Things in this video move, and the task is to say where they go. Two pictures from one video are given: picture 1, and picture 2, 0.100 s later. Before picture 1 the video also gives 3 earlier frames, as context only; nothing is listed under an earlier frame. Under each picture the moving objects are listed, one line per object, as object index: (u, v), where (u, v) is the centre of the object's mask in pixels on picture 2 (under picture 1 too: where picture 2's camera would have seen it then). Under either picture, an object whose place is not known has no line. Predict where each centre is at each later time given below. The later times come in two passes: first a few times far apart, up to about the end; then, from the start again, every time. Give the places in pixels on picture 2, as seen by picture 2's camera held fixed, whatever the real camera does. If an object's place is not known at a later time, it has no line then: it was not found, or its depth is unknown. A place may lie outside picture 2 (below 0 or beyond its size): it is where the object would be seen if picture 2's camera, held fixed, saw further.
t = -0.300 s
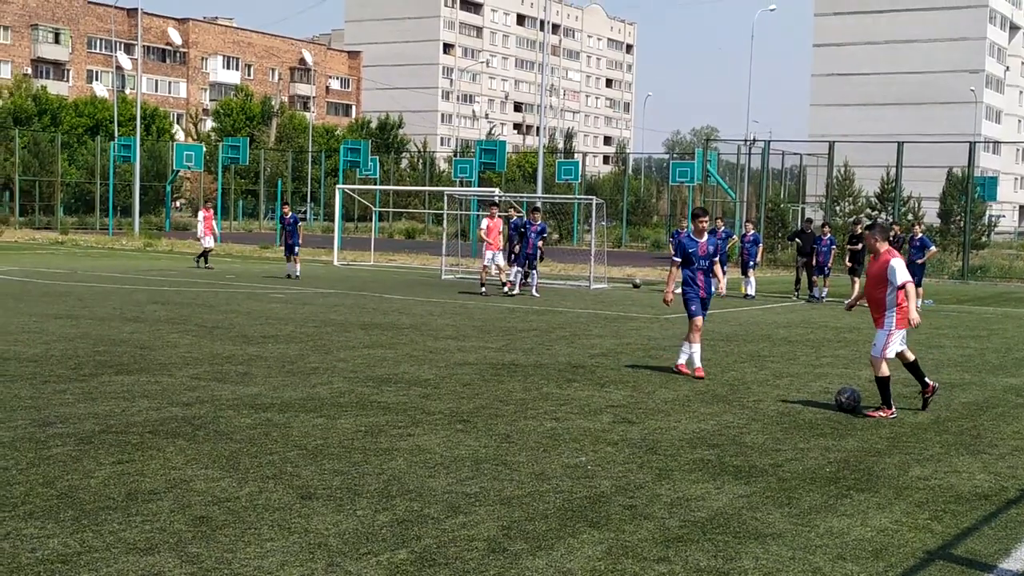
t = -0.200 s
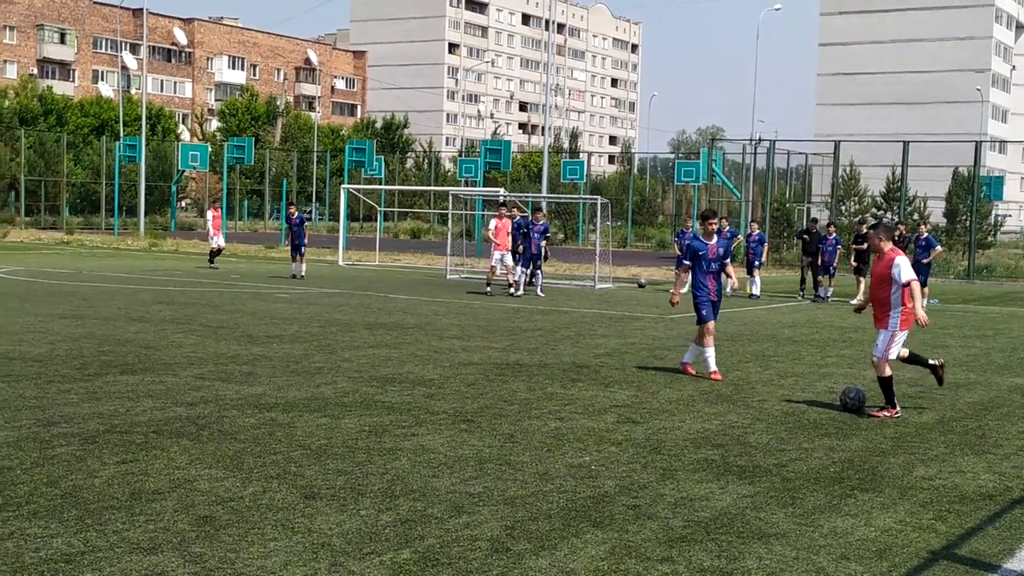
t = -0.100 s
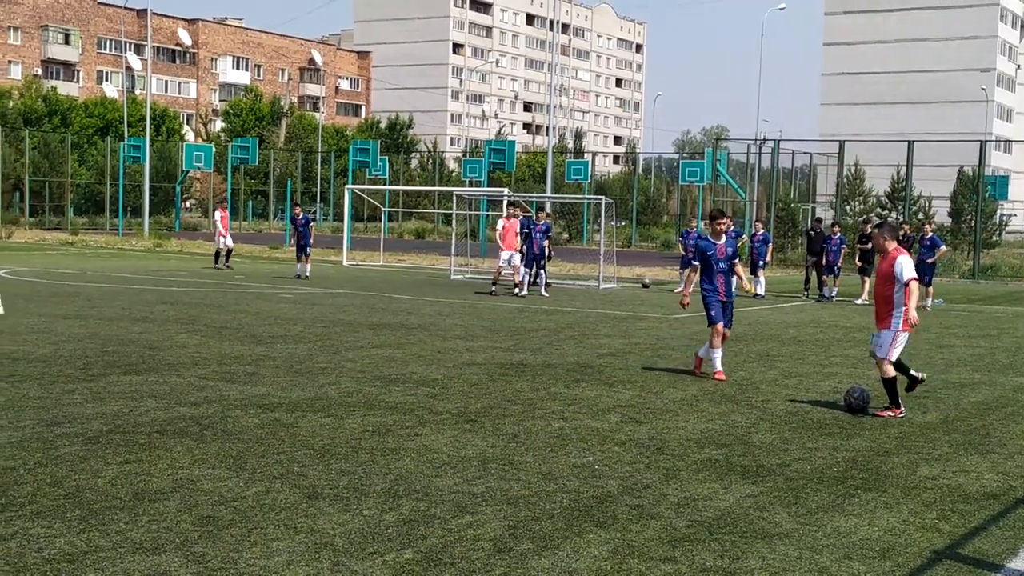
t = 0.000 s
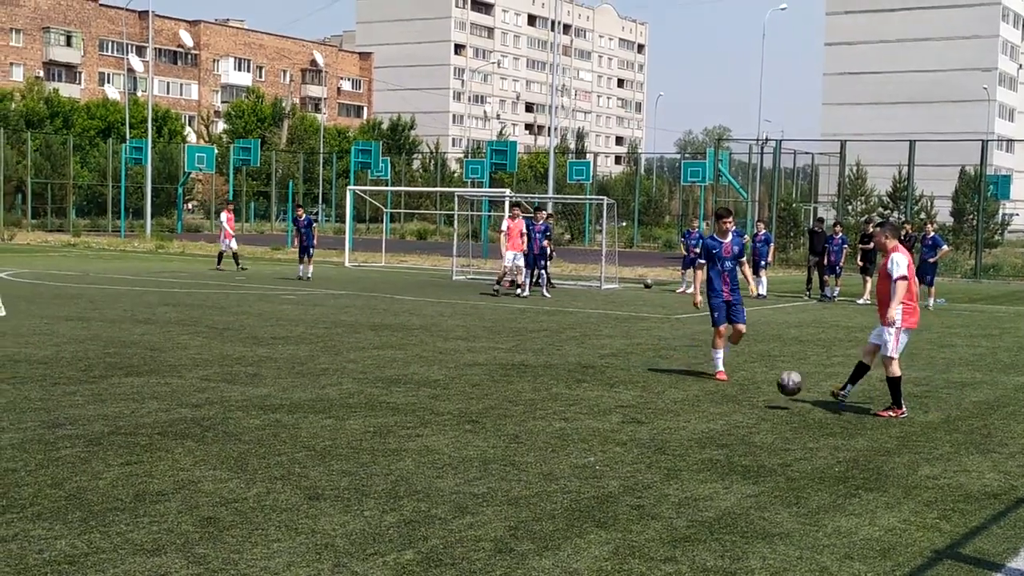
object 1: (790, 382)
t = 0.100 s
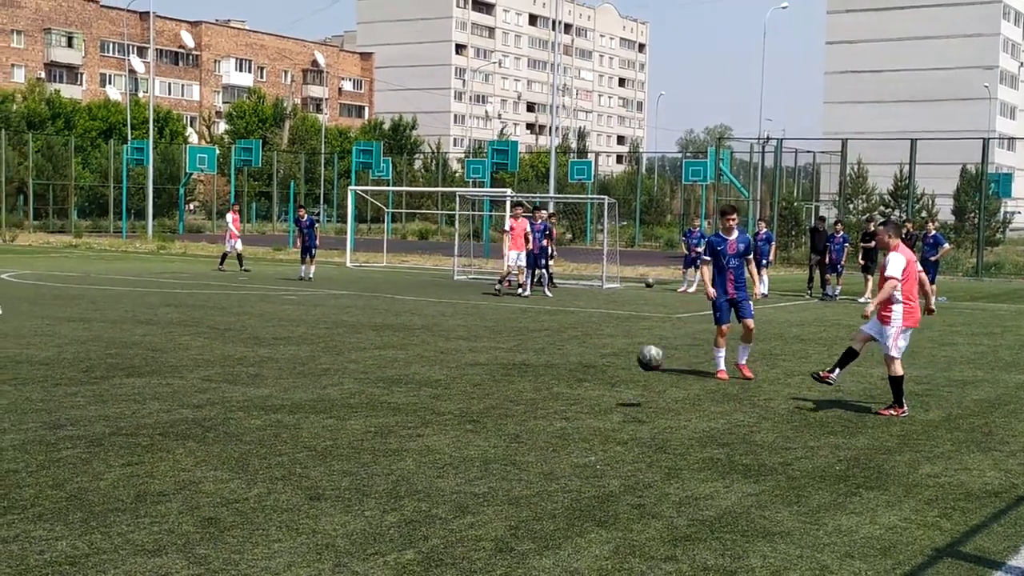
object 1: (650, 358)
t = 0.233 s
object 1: (455, 341)
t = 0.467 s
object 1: (88, 356)
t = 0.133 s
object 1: (602, 352)
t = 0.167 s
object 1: (554, 347)
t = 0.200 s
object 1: (505, 344)
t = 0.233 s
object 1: (455, 341)
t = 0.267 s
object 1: (405, 339)
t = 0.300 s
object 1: (354, 339)
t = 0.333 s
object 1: (303, 340)
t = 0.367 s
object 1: (250, 342)
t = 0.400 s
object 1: (197, 345)
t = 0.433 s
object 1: (142, 350)
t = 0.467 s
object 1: (88, 356)
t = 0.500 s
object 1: (31, 364)
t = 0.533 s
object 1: (-26, 373)
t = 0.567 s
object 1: (-86, 385)
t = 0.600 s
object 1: (-147, 398)
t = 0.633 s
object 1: (-196, 395)
